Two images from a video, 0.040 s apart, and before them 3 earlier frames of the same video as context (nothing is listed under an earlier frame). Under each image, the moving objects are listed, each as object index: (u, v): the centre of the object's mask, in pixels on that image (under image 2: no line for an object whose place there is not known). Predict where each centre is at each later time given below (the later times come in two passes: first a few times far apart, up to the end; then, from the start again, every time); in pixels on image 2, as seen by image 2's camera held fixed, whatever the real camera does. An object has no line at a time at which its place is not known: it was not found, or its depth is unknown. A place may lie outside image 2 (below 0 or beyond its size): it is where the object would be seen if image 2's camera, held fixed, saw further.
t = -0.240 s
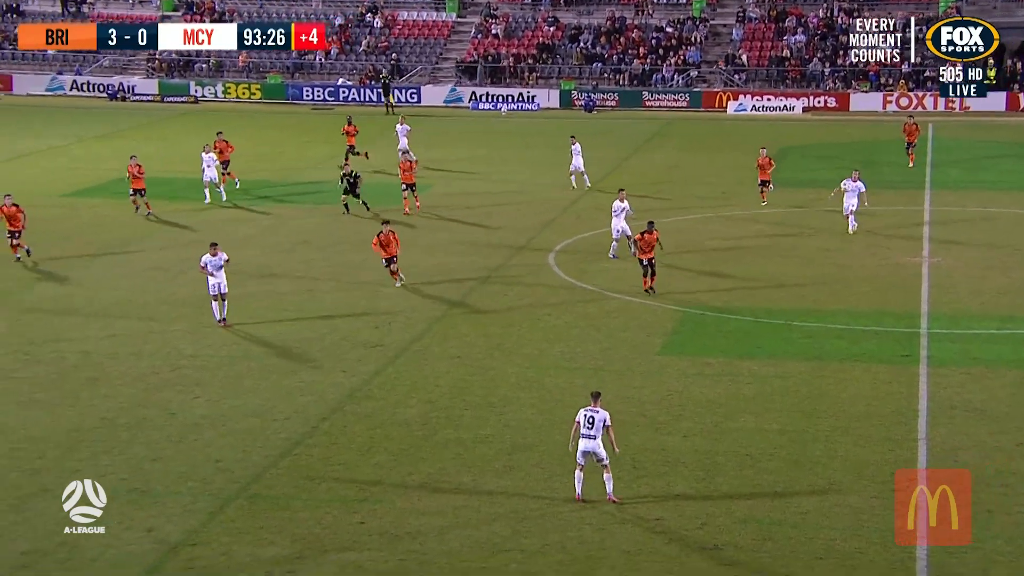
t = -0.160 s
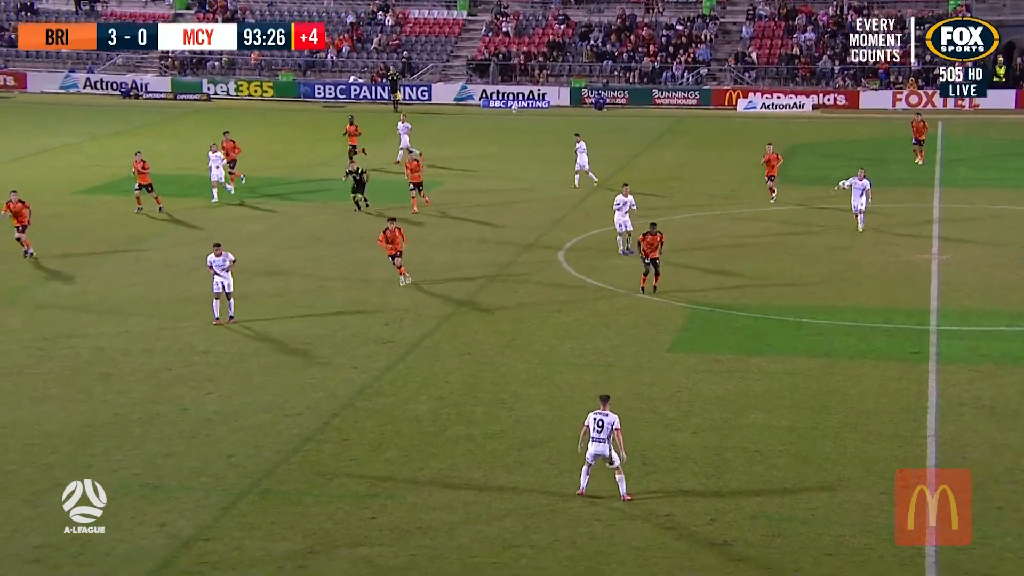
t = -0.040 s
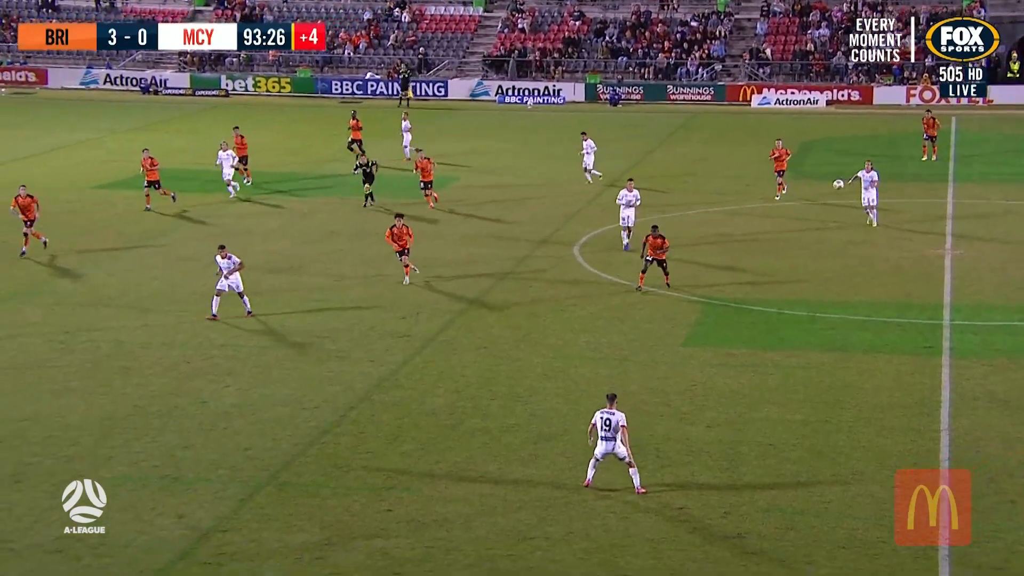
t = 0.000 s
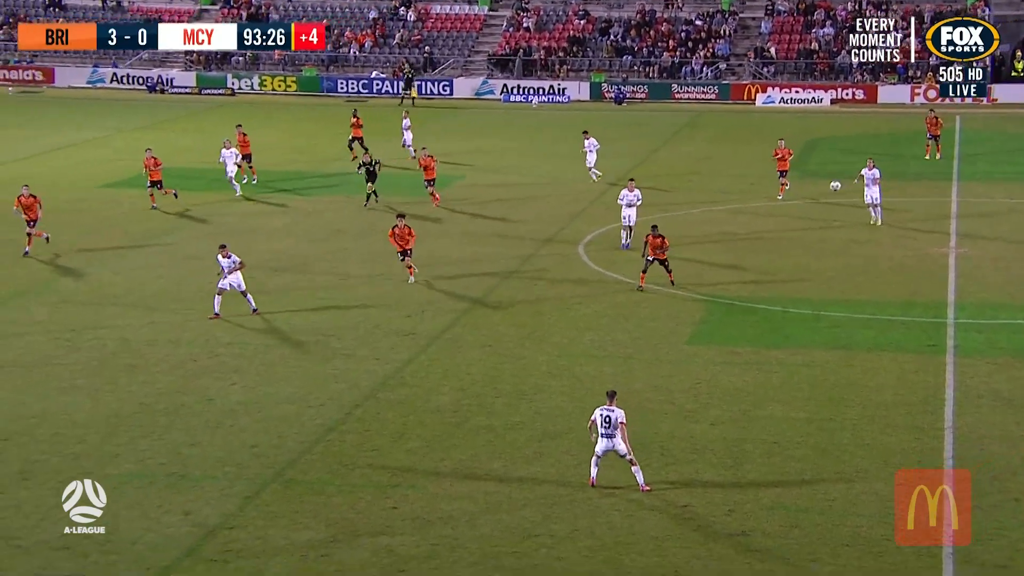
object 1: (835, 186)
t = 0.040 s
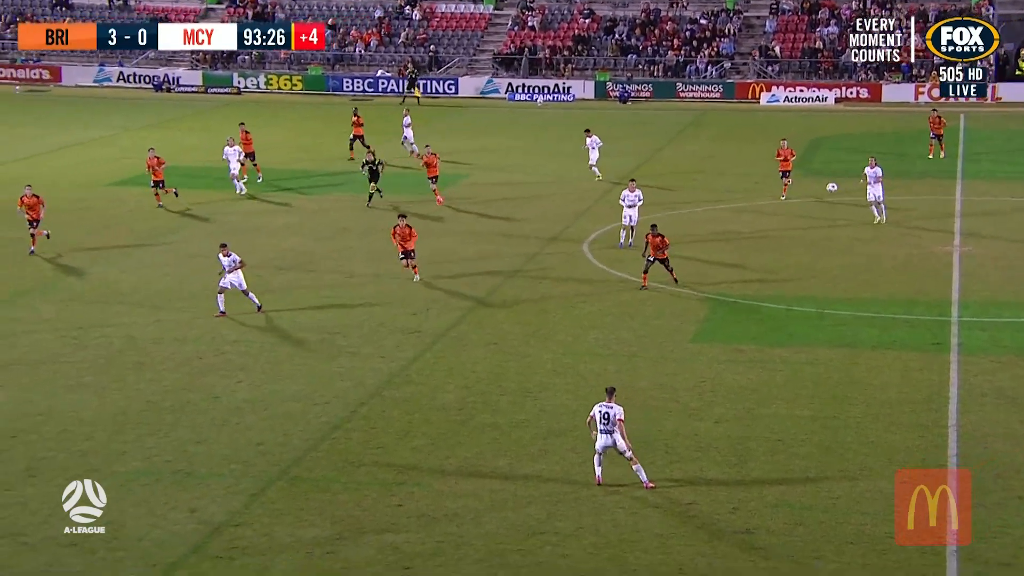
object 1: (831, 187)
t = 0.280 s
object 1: (778, 222)
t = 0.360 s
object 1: (757, 239)
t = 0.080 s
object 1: (824, 191)
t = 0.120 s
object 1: (815, 196)
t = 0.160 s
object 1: (806, 202)
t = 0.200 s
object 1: (797, 207)
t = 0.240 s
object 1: (788, 214)
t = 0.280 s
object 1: (778, 222)
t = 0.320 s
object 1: (768, 230)
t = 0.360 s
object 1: (757, 239)
